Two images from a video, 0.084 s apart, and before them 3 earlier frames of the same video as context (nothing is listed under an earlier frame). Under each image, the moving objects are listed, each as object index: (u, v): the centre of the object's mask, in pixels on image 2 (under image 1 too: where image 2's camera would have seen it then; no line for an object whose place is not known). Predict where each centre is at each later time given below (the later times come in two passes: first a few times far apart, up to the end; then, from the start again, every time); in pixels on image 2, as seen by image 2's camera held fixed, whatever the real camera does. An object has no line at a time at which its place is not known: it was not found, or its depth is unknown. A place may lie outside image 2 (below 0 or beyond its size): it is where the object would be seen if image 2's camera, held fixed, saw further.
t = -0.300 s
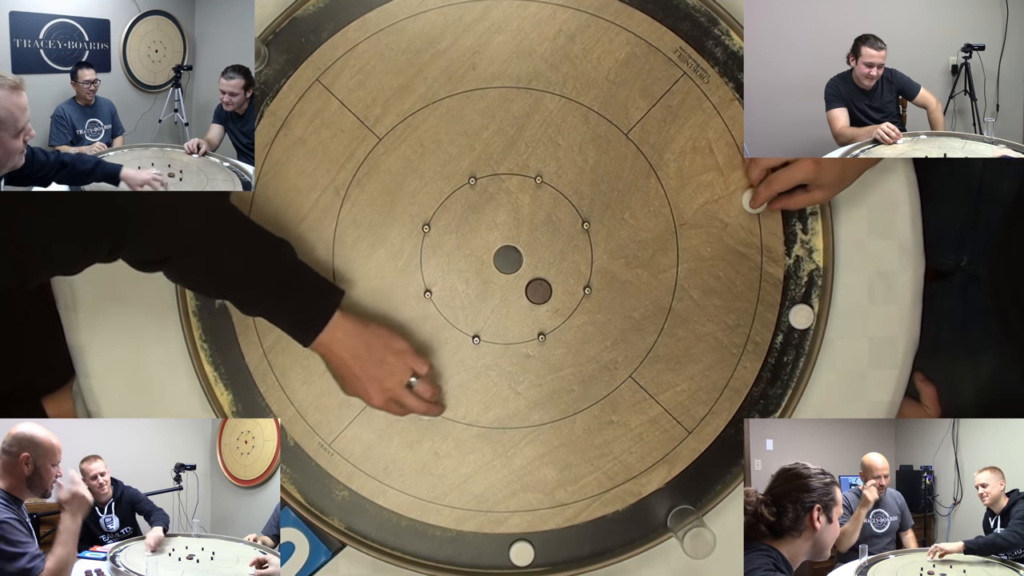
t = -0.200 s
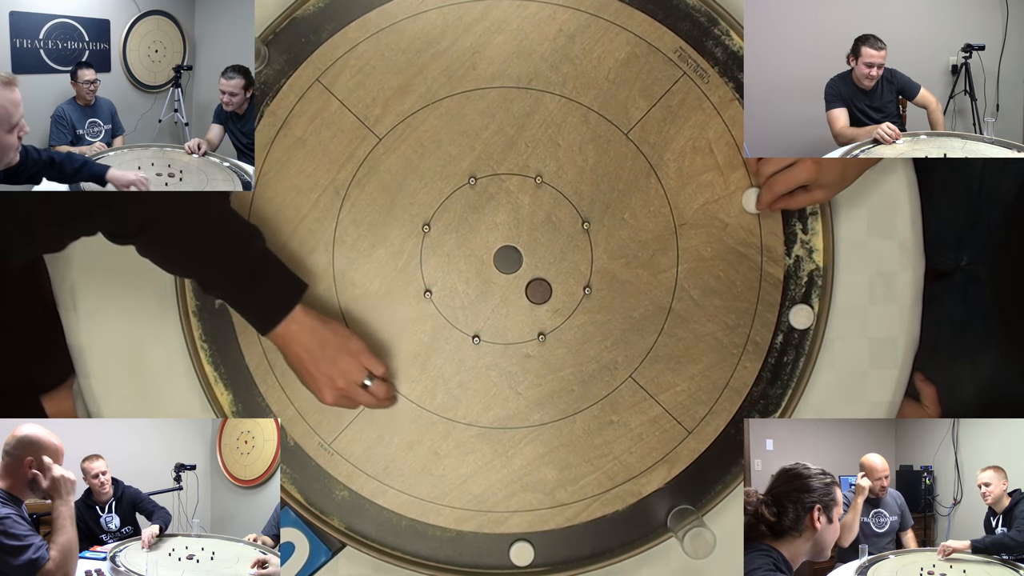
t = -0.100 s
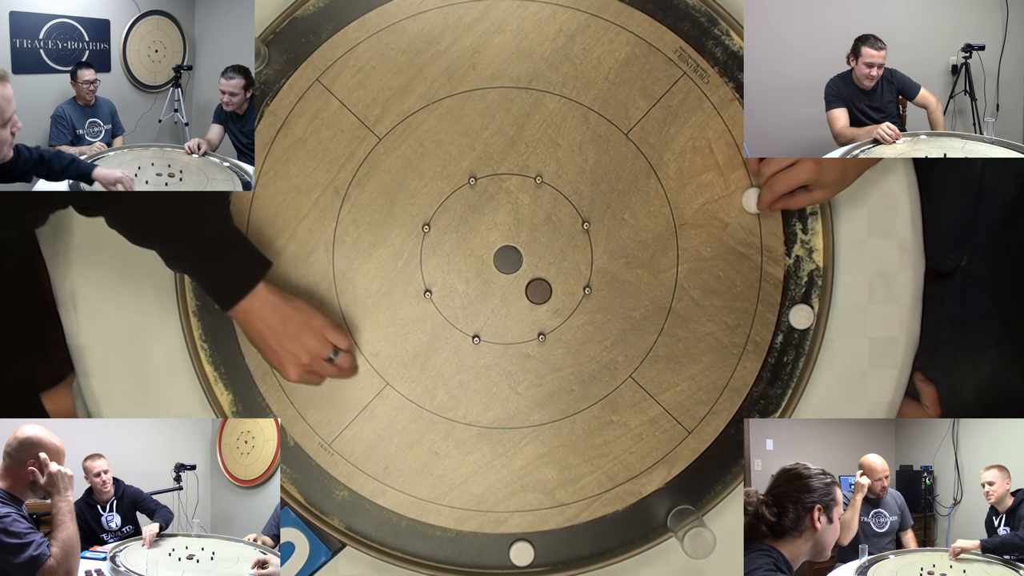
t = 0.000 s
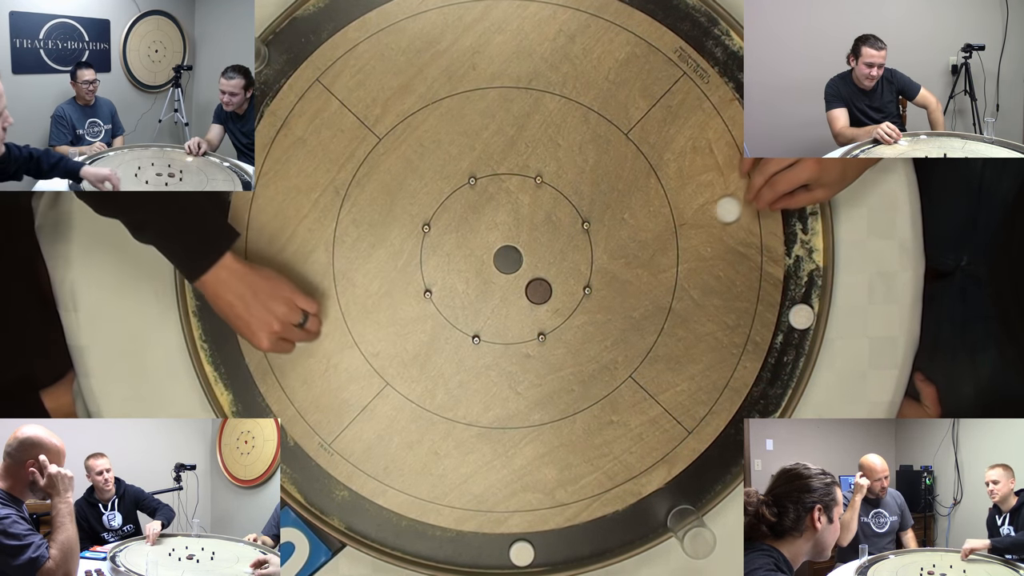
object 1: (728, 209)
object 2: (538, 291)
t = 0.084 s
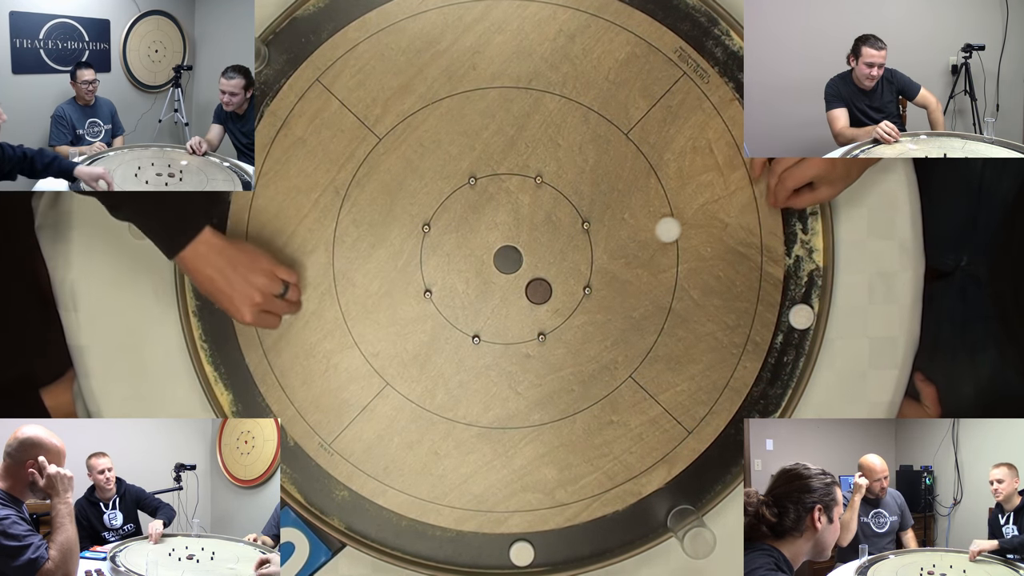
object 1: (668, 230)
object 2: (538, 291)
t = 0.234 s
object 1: (582, 257)
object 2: (538, 291)
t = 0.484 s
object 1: (530, 257)
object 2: (524, 313)
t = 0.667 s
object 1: (530, 257)
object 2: (523, 314)
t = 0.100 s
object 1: (657, 233)
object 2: (538, 291)
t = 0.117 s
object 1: (646, 236)
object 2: (538, 291)
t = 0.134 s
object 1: (636, 240)
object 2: (538, 291)
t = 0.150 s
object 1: (626, 243)
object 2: (538, 291)
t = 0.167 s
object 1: (617, 246)
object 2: (538, 291)
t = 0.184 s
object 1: (607, 249)
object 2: (538, 291)
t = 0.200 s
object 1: (599, 252)
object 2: (538, 291)
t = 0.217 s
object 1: (590, 255)
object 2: (538, 291)
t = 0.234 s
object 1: (582, 257)
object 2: (538, 291)
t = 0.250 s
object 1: (575, 260)
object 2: (538, 291)
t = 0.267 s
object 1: (568, 262)
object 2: (538, 291)
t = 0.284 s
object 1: (560, 264)
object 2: (538, 291)
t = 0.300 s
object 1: (554, 266)
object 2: (538, 291)
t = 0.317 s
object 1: (549, 266)
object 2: (537, 293)
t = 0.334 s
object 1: (545, 264)
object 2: (535, 296)
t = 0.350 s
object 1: (542, 263)
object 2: (533, 299)
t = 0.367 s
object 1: (539, 262)
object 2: (531, 301)
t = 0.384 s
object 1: (537, 261)
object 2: (530, 304)
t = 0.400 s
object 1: (535, 260)
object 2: (528, 306)
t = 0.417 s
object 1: (533, 259)
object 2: (527, 308)
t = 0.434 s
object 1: (532, 258)
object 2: (526, 309)
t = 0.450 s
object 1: (531, 257)
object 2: (525, 311)
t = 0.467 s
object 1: (530, 257)
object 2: (525, 312)
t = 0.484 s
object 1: (530, 257)
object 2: (524, 313)
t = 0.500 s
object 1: (529, 257)
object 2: (524, 313)
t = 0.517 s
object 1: (529, 257)
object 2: (523, 314)
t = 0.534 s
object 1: (530, 257)
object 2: (523, 314)
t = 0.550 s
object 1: (530, 257)
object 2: (523, 314)
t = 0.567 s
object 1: (530, 257)
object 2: (523, 314)
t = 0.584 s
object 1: (530, 257)
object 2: (523, 314)
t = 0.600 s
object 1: (530, 257)
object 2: (523, 314)
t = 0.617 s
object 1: (530, 257)
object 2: (523, 314)
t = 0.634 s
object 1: (530, 257)
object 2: (523, 314)
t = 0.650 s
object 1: (530, 257)
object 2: (523, 314)
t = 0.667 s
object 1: (530, 257)
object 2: (523, 314)
